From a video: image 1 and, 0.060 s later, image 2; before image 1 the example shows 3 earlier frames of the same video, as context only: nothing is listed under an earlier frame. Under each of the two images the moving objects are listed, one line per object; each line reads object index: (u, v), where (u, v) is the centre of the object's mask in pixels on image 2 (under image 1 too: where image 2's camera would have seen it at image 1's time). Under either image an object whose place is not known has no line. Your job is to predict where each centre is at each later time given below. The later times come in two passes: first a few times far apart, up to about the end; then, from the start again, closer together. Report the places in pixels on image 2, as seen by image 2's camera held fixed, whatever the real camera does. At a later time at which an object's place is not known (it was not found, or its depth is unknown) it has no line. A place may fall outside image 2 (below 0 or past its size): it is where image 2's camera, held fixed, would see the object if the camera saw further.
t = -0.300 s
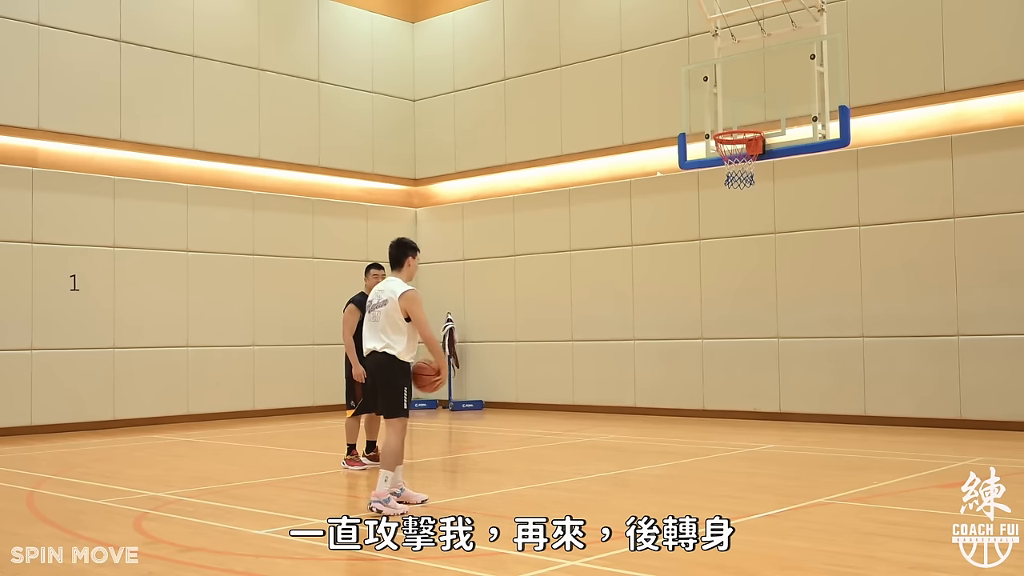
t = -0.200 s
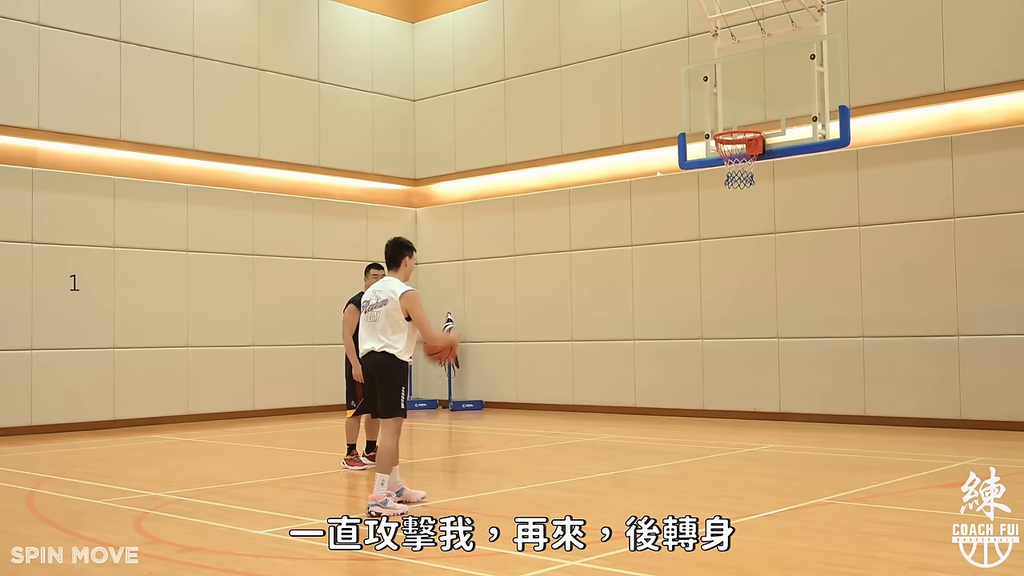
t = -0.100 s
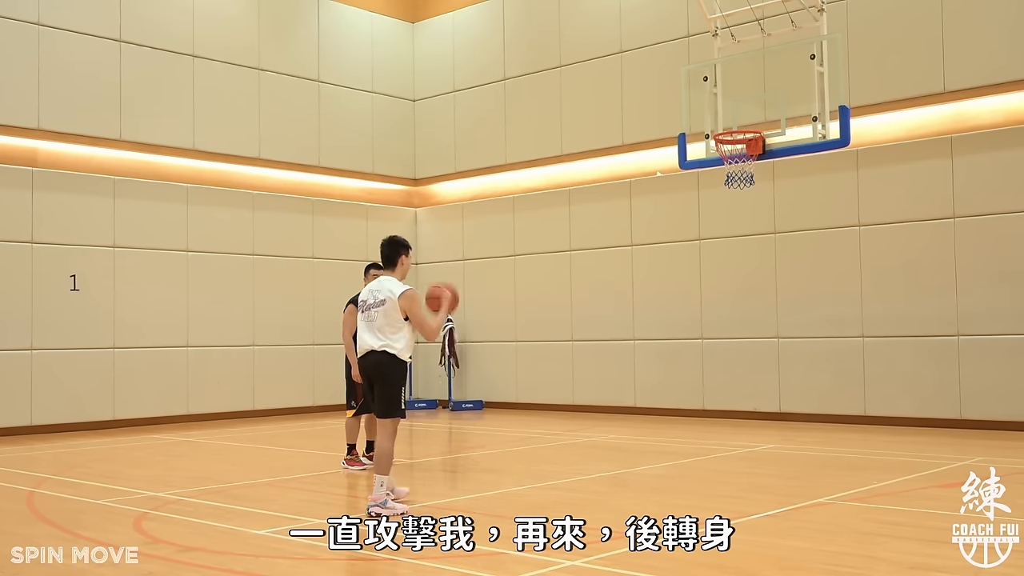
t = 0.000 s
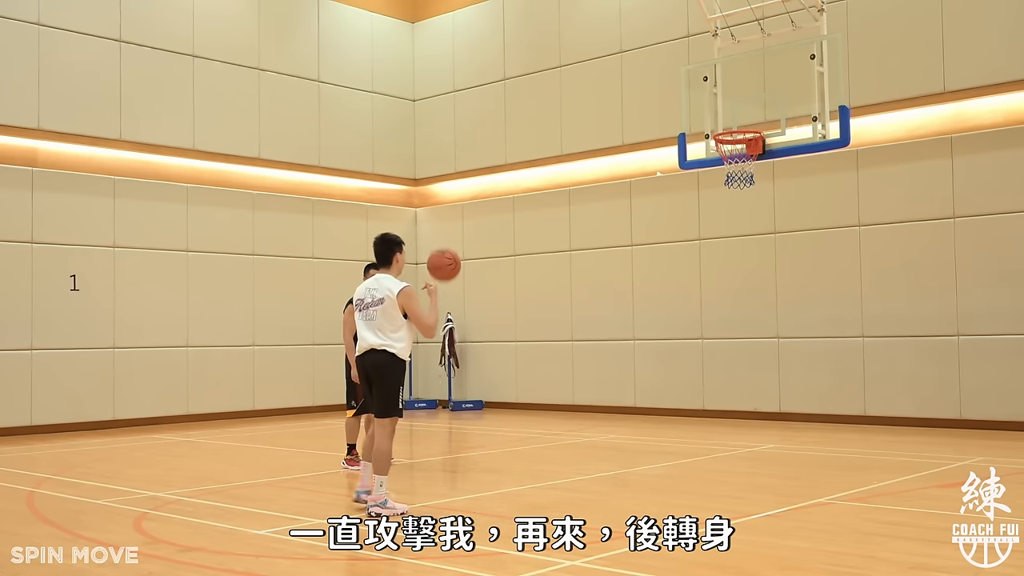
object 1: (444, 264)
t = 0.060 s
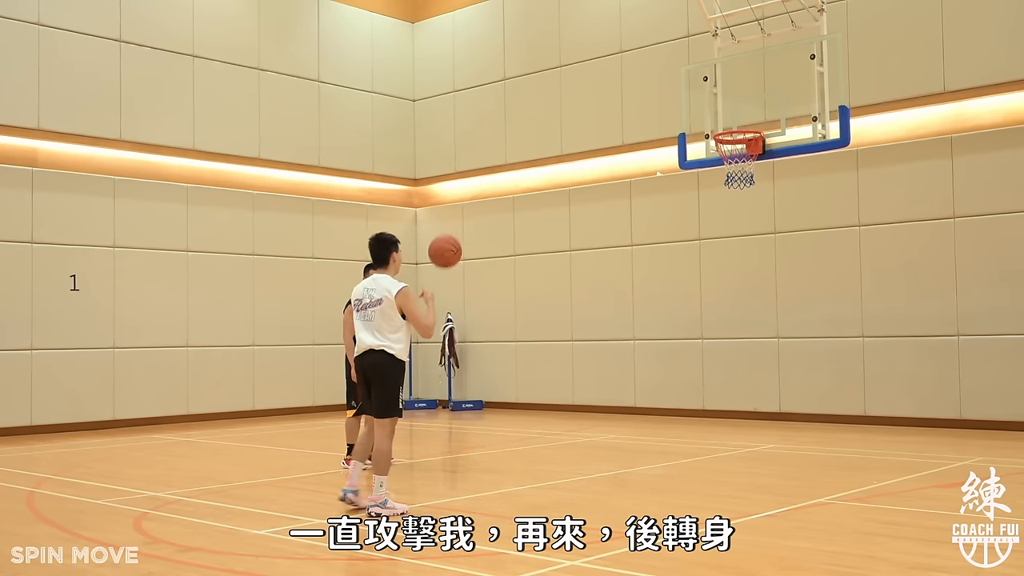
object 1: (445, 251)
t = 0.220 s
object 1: (448, 239)
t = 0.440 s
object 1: (453, 278)
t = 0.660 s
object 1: (460, 381)
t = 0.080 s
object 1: (445, 248)
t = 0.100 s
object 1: (446, 245)
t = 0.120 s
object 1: (446, 242)
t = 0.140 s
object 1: (446, 241)
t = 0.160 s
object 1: (447, 239)
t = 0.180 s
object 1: (447, 239)
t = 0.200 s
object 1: (448, 239)
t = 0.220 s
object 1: (448, 239)
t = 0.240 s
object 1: (448, 240)
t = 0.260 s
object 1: (449, 241)
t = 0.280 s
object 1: (449, 243)
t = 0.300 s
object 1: (450, 245)
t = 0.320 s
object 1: (451, 249)
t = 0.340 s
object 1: (451, 252)
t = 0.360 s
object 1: (451, 256)
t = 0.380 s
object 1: (452, 261)
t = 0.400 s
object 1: (452, 266)
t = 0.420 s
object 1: (453, 272)
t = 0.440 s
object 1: (453, 278)
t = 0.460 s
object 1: (454, 285)
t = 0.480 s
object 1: (455, 292)
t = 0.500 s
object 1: (455, 300)
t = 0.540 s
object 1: (456, 317)
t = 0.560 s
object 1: (457, 326)
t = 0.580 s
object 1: (458, 337)
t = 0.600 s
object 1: (458, 347)
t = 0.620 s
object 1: (459, 358)
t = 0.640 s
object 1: (460, 369)
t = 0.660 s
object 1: (460, 381)
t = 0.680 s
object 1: (461, 394)
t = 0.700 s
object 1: (462, 406)
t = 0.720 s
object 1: (462, 419)
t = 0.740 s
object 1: (463, 434)
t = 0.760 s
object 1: (463, 449)
